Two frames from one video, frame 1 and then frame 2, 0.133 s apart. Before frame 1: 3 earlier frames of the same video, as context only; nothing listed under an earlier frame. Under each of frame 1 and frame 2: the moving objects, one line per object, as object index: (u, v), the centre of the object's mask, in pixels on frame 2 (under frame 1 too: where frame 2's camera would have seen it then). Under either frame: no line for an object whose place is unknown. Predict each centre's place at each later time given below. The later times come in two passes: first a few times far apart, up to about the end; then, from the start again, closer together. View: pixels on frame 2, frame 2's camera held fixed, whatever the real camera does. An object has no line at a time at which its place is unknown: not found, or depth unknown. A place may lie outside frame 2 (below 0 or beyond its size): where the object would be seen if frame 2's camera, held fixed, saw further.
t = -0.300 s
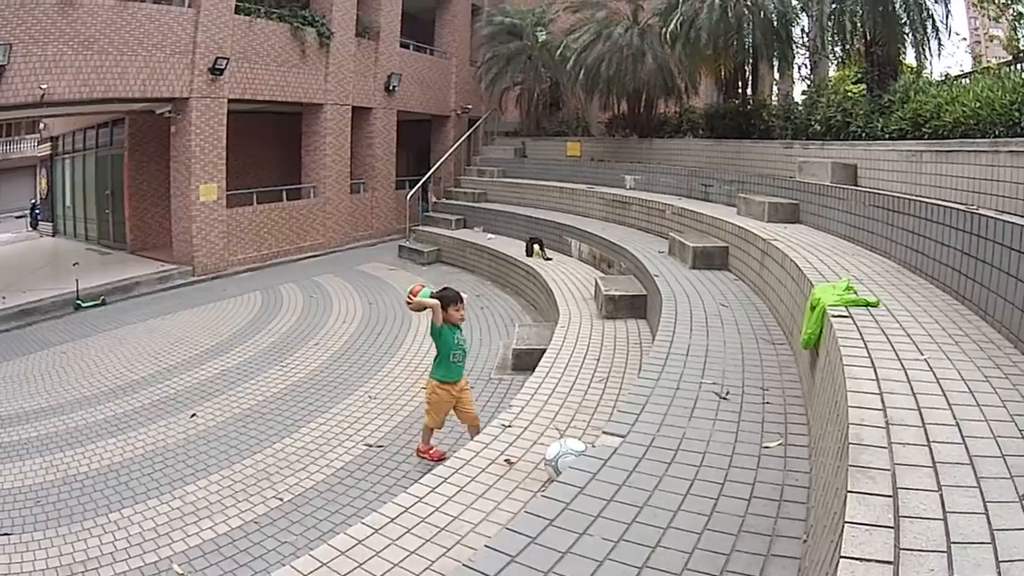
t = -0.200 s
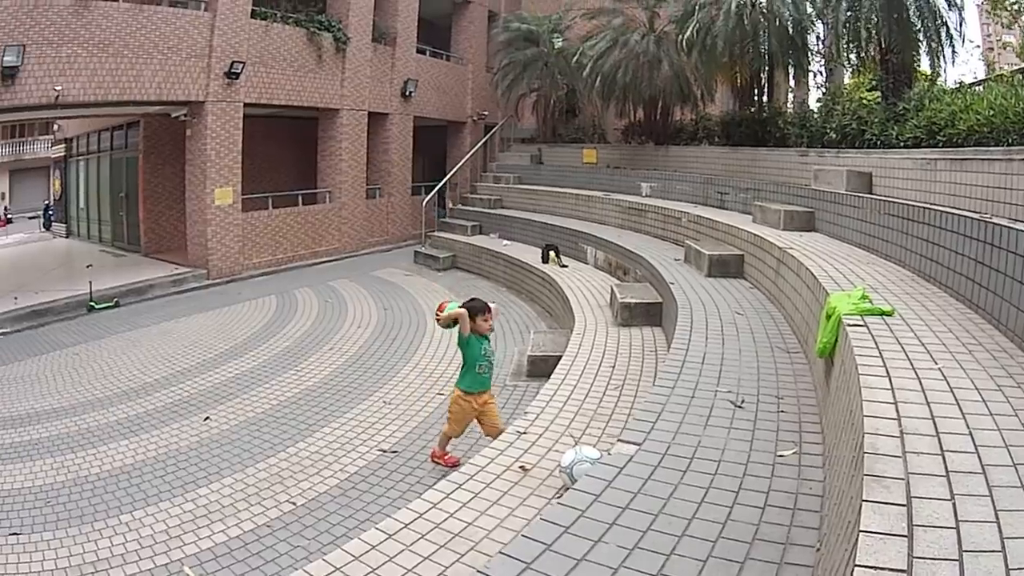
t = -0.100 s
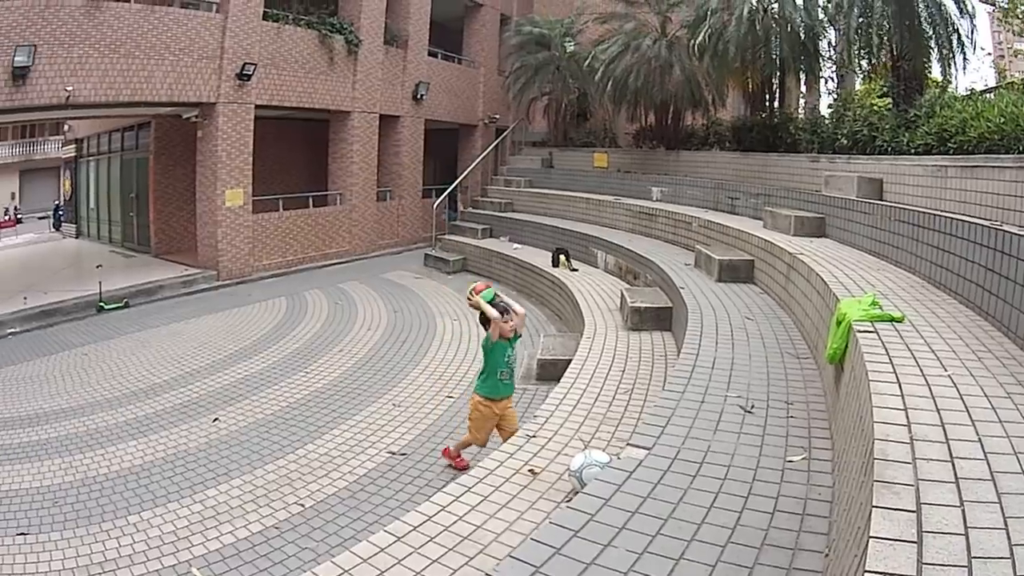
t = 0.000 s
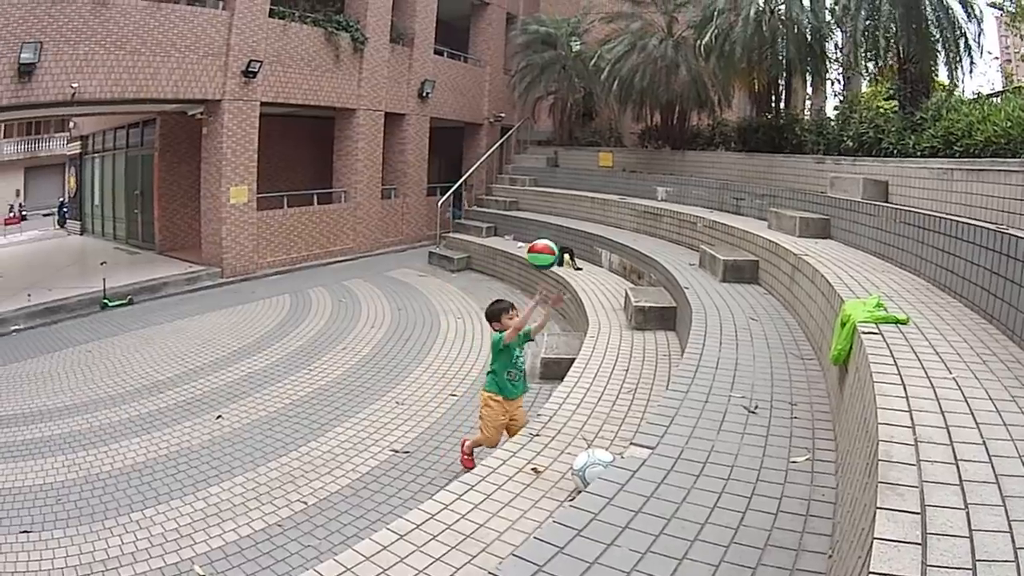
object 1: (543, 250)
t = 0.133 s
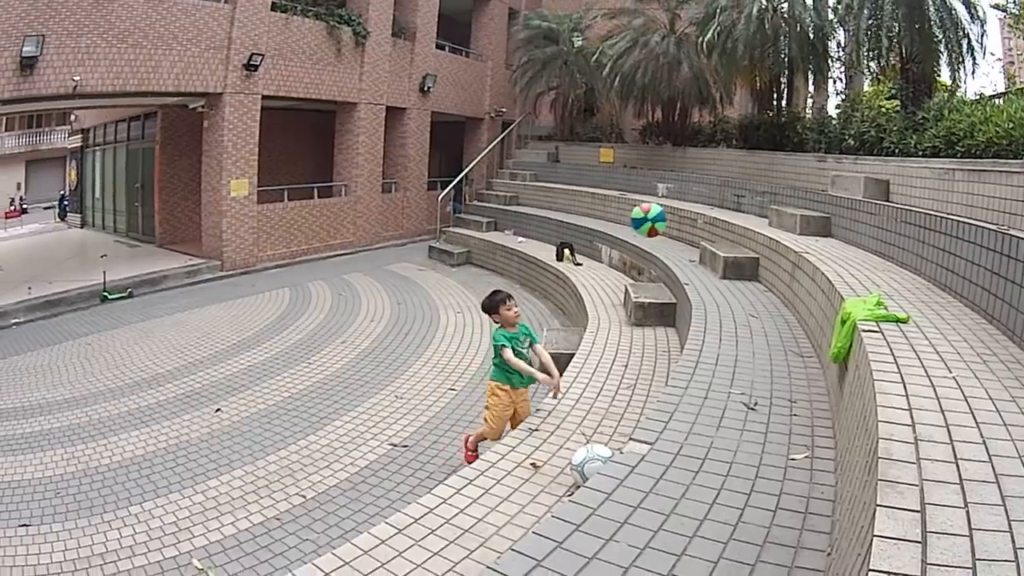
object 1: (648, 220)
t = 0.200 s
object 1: (709, 216)
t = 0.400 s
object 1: (897, 272)
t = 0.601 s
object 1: (1010, 280)
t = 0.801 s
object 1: (928, 250)
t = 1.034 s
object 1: (792, 337)
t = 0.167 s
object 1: (678, 217)
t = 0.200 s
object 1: (709, 216)
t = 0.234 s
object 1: (740, 219)
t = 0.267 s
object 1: (772, 225)
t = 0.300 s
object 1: (804, 232)
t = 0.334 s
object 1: (836, 243)
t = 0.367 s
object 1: (866, 256)
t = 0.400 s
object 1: (897, 272)
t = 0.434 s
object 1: (927, 292)
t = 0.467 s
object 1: (954, 315)
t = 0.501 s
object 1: (975, 308)
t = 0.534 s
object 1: (993, 299)
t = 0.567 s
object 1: (1010, 292)
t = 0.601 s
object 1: (1010, 280)
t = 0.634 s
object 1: (999, 269)
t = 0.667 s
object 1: (987, 259)
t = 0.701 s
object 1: (972, 253)
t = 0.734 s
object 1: (958, 248)
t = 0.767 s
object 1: (944, 247)
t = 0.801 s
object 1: (928, 250)
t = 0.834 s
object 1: (911, 254)
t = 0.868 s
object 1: (893, 261)
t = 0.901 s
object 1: (874, 272)
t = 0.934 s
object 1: (855, 285)
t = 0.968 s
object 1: (834, 299)
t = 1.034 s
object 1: (792, 337)
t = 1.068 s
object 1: (771, 360)
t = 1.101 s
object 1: (750, 384)
